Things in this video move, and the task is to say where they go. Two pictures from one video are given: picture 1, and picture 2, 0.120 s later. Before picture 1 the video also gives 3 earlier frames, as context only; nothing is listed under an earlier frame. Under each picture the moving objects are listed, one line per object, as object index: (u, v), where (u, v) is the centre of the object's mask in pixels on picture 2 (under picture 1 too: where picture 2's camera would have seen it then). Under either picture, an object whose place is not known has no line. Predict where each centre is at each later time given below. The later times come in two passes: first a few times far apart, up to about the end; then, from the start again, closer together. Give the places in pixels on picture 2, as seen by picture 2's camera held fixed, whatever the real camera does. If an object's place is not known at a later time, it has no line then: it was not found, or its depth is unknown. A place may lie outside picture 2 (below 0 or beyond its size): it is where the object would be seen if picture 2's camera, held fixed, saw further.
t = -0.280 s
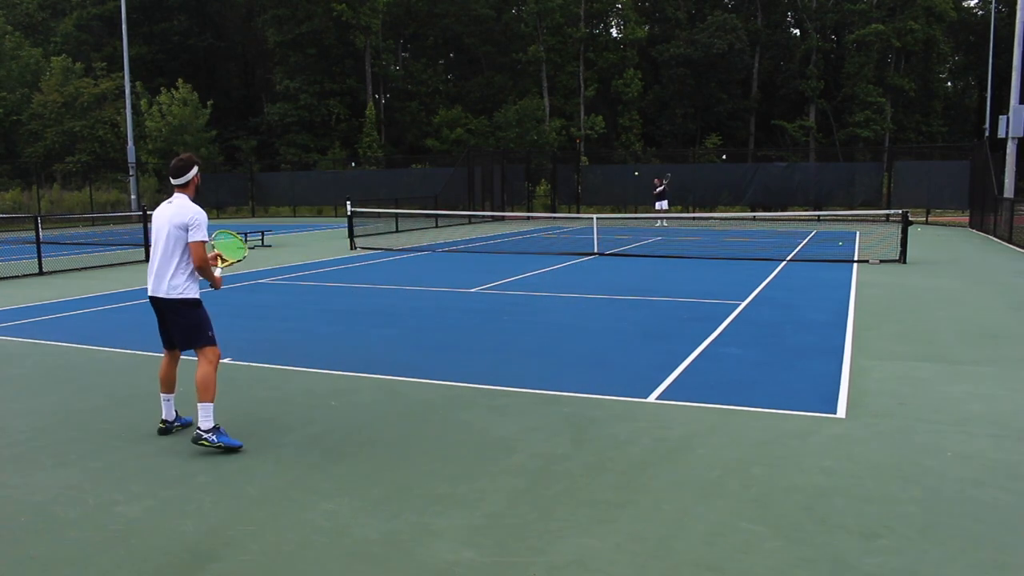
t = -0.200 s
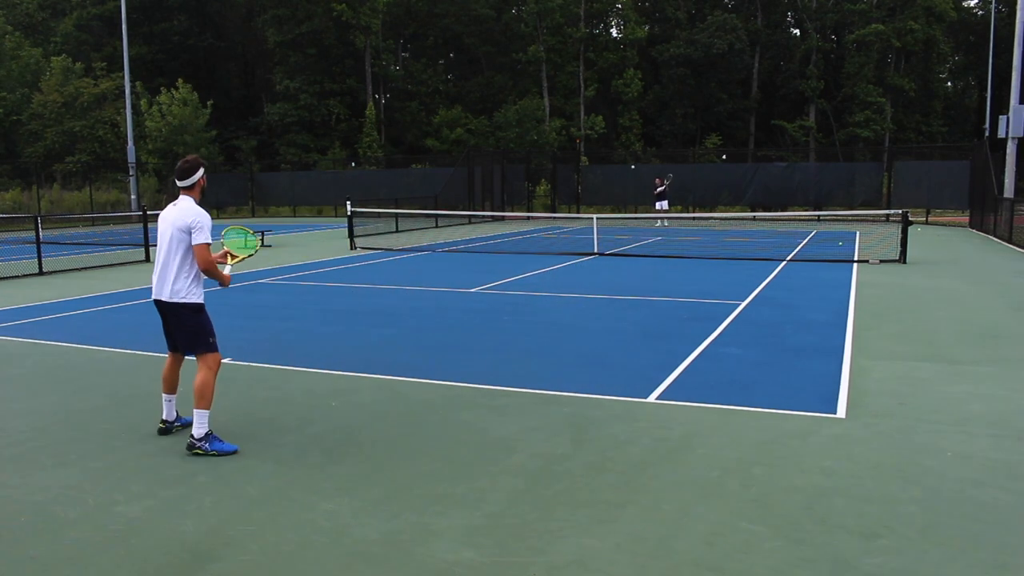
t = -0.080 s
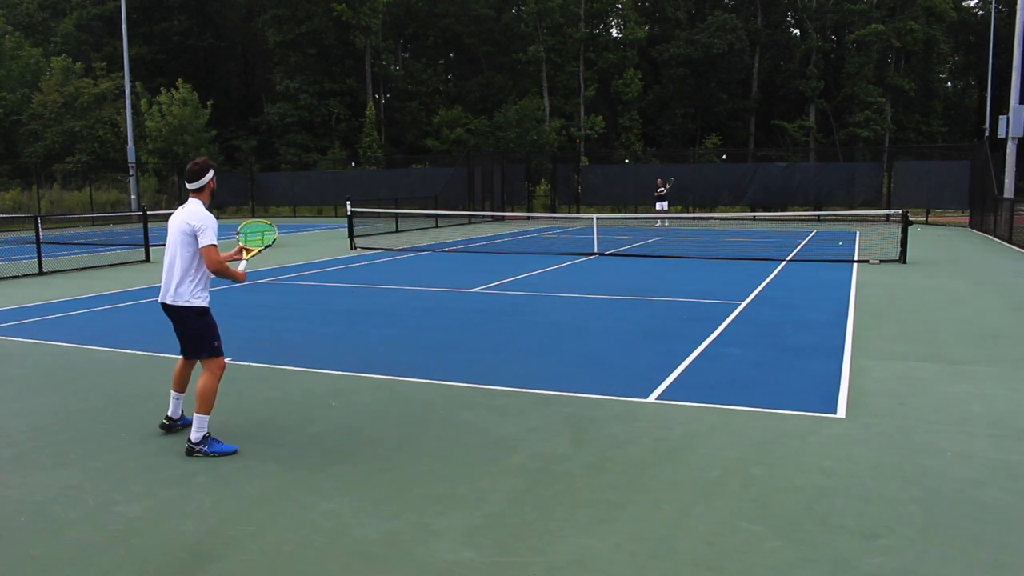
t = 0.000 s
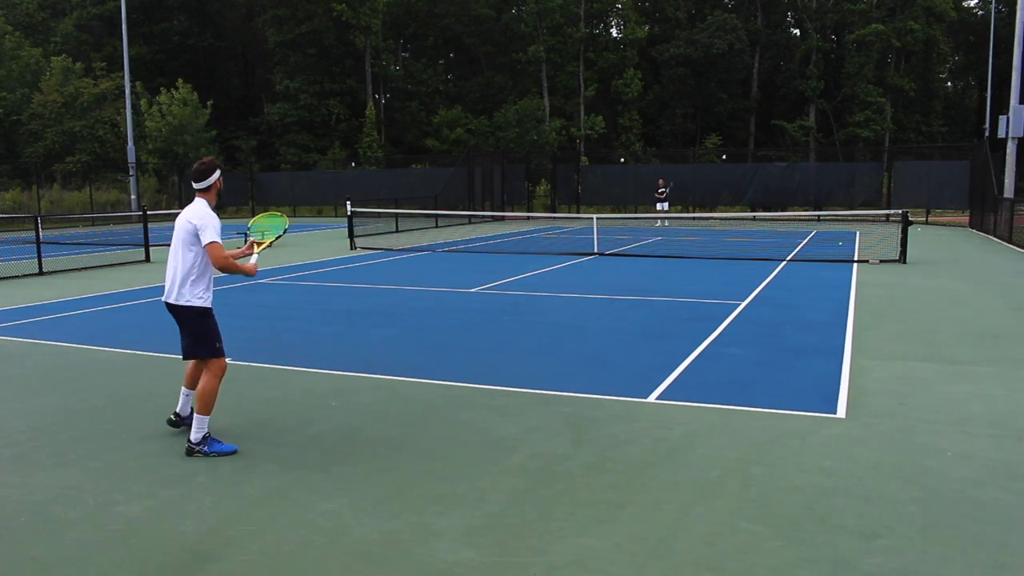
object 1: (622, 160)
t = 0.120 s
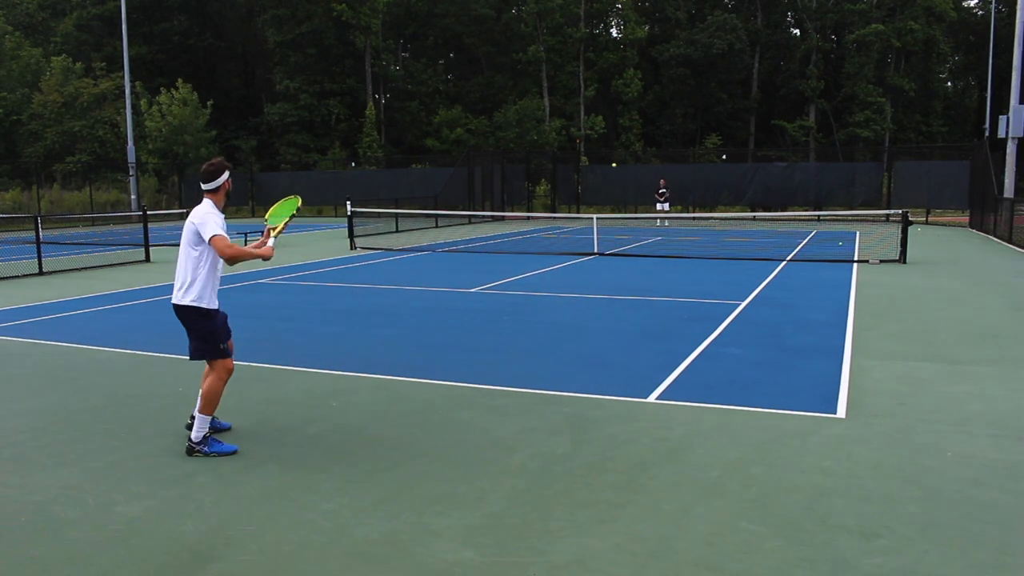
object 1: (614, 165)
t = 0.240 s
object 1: (603, 179)
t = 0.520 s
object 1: (567, 276)
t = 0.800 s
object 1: (522, 264)
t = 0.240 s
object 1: (603, 179)
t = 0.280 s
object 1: (599, 187)
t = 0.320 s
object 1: (595, 196)
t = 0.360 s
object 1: (590, 208)
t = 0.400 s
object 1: (585, 221)
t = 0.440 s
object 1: (579, 236)
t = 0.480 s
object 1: (573, 255)
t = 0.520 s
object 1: (567, 276)
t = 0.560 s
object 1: (559, 302)
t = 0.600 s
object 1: (551, 330)
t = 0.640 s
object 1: (546, 315)
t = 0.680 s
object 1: (540, 301)
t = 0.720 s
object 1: (535, 288)
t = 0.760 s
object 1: (528, 276)
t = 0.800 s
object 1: (522, 264)
